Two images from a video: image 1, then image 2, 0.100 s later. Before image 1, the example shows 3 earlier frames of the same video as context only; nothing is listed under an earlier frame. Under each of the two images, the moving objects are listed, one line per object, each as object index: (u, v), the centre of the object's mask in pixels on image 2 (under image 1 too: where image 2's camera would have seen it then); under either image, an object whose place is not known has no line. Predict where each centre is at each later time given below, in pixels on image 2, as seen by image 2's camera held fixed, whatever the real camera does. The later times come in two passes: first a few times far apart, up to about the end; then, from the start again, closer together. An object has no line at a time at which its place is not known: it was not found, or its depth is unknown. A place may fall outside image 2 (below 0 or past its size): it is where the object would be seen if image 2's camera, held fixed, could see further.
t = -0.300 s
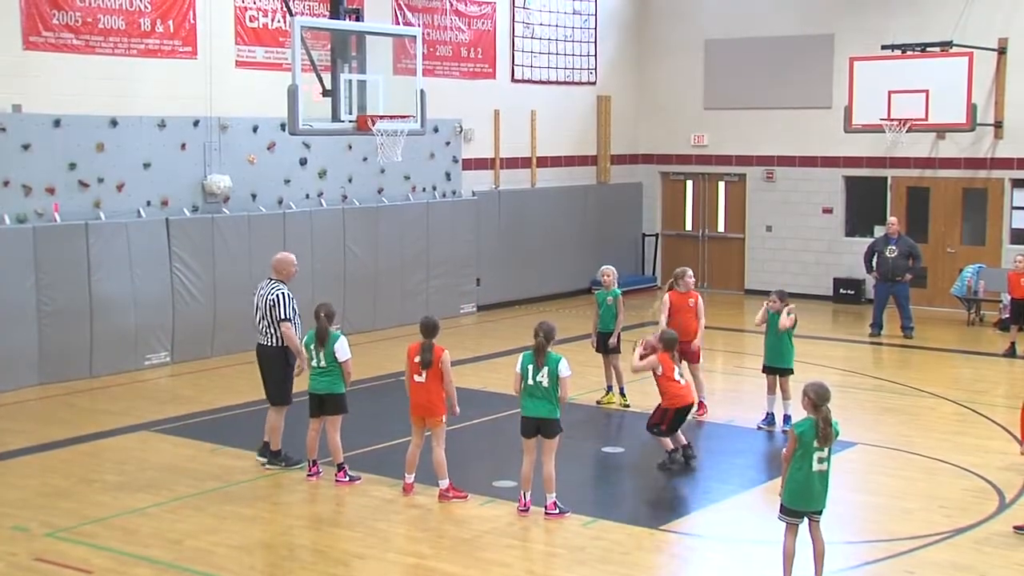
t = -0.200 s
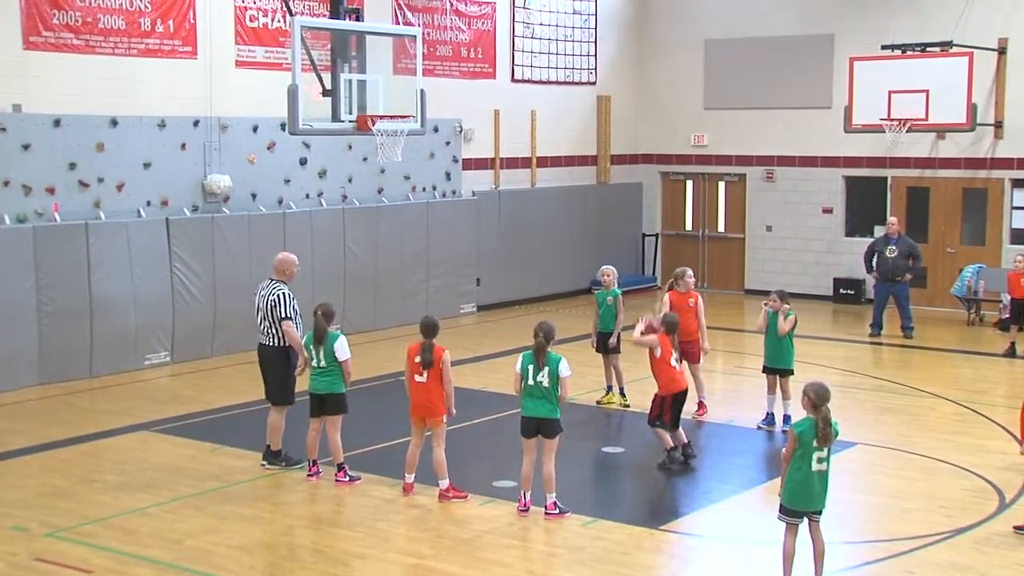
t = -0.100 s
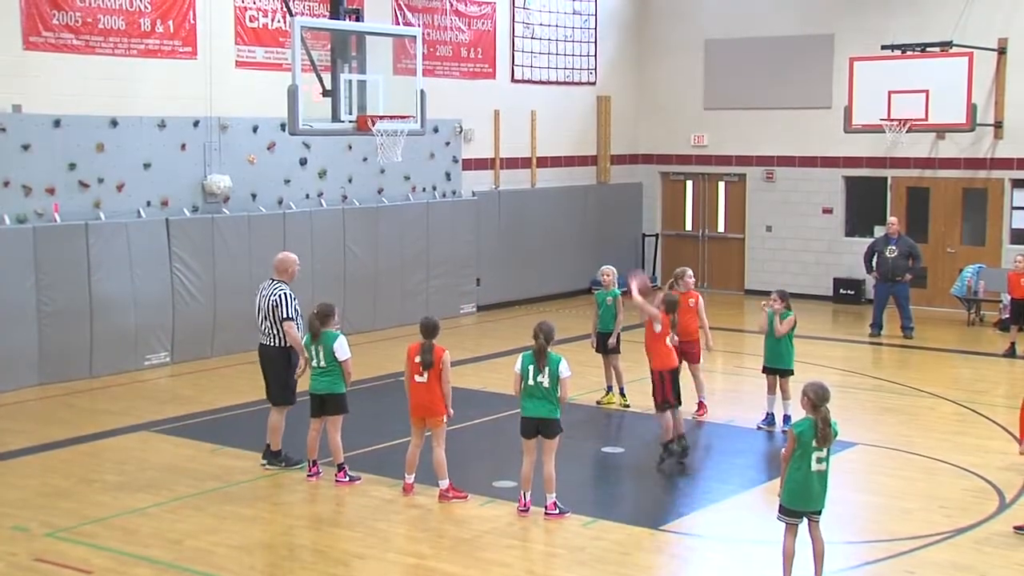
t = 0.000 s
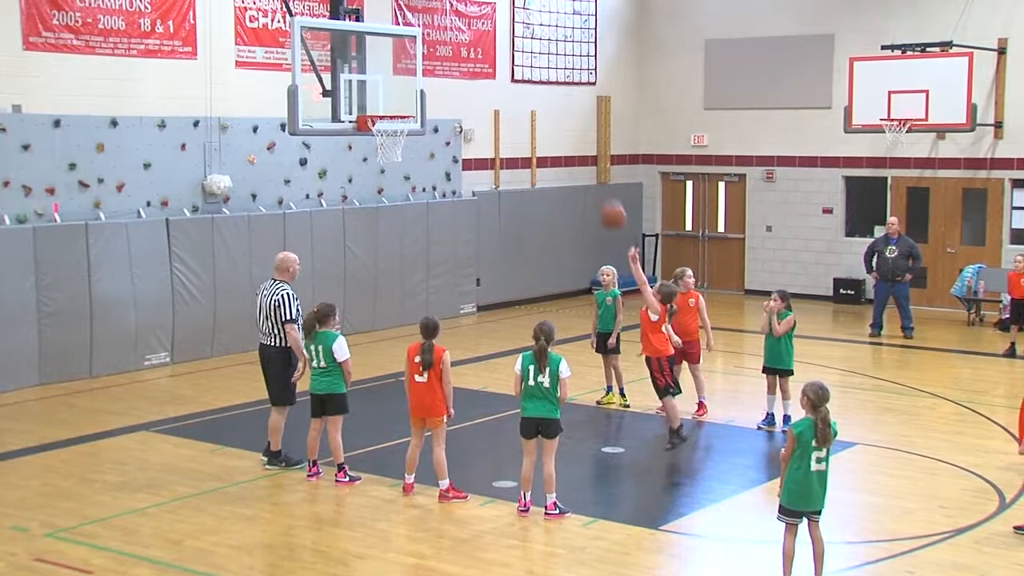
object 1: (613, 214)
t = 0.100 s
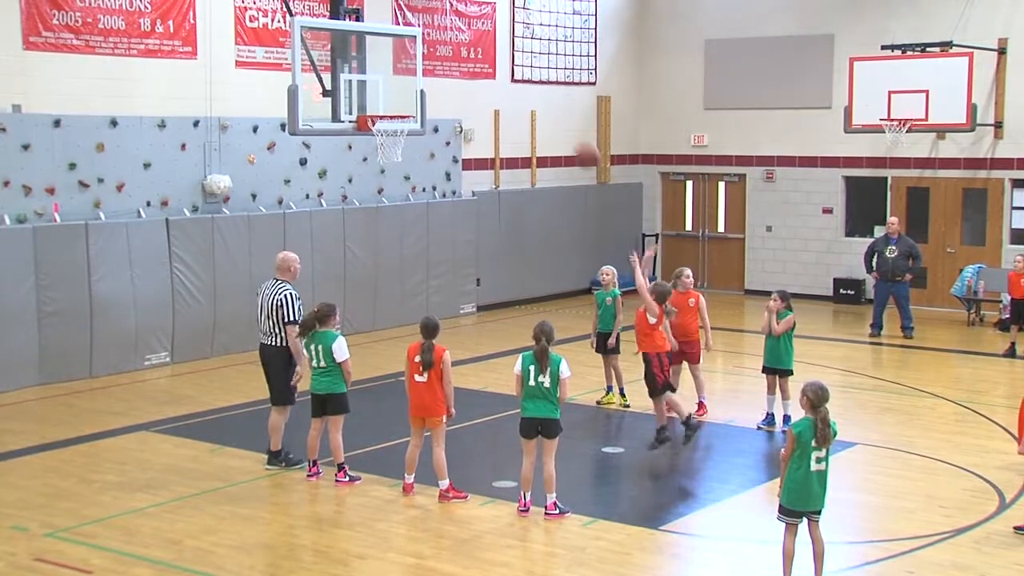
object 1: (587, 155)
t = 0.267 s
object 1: (544, 83)
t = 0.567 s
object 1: (475, 31)
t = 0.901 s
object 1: (405, 84)
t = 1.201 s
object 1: (394, 148)
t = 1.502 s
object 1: (417, 239)
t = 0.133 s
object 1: (577, 137)
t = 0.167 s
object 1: (569, 122)
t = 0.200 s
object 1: (561, 107)
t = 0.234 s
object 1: (552, 94)
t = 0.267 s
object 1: (544, 83)
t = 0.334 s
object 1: (528, 62)
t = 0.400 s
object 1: (513, 47)
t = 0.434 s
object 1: (505, 42)
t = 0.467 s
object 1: (497, 37)
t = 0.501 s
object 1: (490, 34)
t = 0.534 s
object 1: (482, 33)
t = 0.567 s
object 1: (475, 31)
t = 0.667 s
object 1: (453, 35)
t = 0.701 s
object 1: (447, 39)
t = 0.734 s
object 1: (439, 45)
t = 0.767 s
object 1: (432, 51)
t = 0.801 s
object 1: (425, 57)
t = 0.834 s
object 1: (418, 65)
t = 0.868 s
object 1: (412, 74)
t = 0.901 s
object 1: (405, 84)
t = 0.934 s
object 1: (398, 94)
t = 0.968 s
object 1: (393, 105)
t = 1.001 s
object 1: (388, 113)
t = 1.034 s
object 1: (386, 118)
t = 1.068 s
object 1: (384, 124)
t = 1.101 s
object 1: (386, 131)
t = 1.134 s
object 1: (388, 139)
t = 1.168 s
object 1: (390, 143)
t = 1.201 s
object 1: (394, 148)
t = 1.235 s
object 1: (397, 158)
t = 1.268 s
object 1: (399, 162)
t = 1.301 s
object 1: (402, 169)
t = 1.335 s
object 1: (404, 178)
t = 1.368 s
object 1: (407, 187)
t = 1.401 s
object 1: (409, 199)
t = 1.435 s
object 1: (412, 212)
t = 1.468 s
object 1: (415, 224)
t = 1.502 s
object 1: (417, 239)
